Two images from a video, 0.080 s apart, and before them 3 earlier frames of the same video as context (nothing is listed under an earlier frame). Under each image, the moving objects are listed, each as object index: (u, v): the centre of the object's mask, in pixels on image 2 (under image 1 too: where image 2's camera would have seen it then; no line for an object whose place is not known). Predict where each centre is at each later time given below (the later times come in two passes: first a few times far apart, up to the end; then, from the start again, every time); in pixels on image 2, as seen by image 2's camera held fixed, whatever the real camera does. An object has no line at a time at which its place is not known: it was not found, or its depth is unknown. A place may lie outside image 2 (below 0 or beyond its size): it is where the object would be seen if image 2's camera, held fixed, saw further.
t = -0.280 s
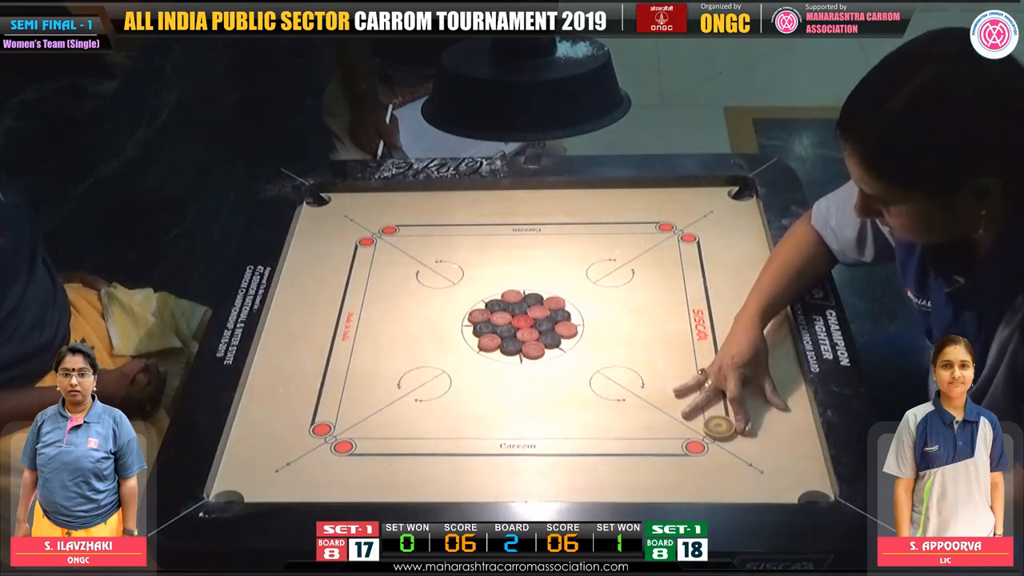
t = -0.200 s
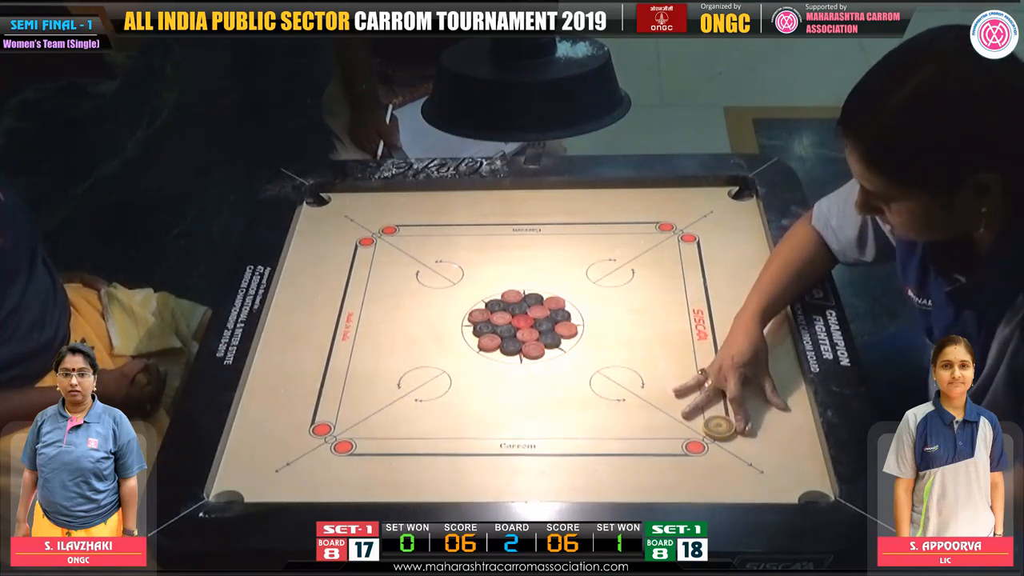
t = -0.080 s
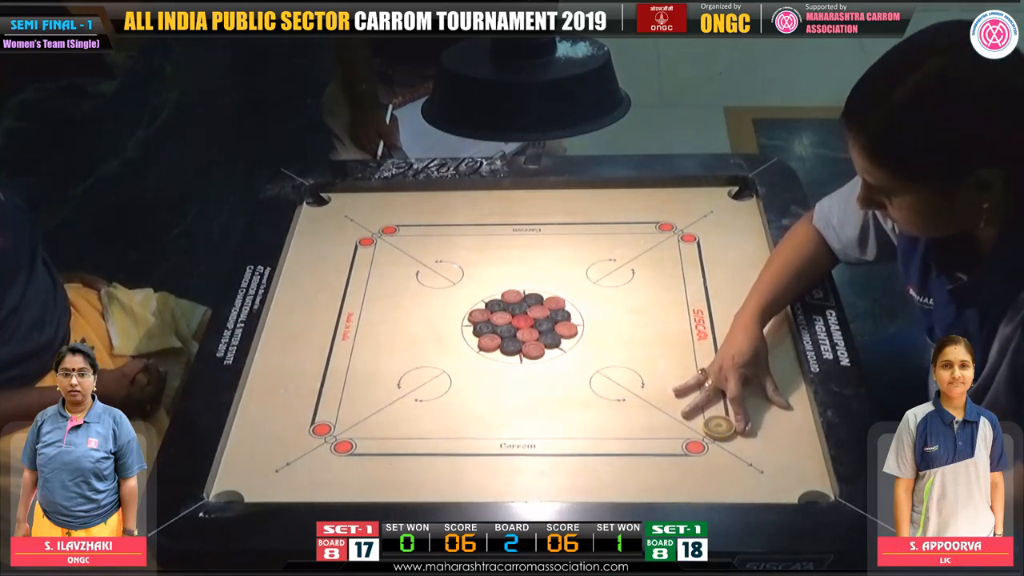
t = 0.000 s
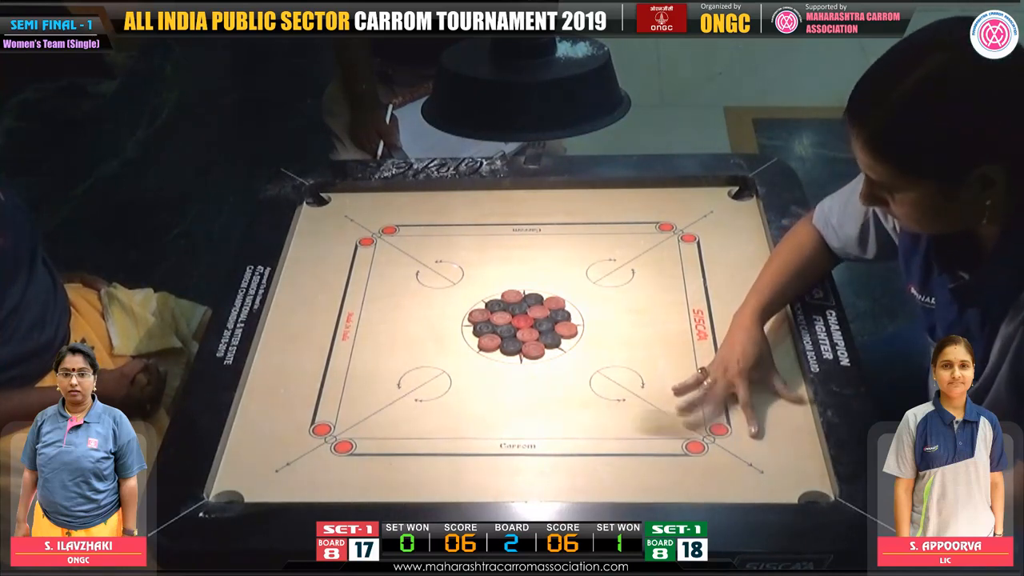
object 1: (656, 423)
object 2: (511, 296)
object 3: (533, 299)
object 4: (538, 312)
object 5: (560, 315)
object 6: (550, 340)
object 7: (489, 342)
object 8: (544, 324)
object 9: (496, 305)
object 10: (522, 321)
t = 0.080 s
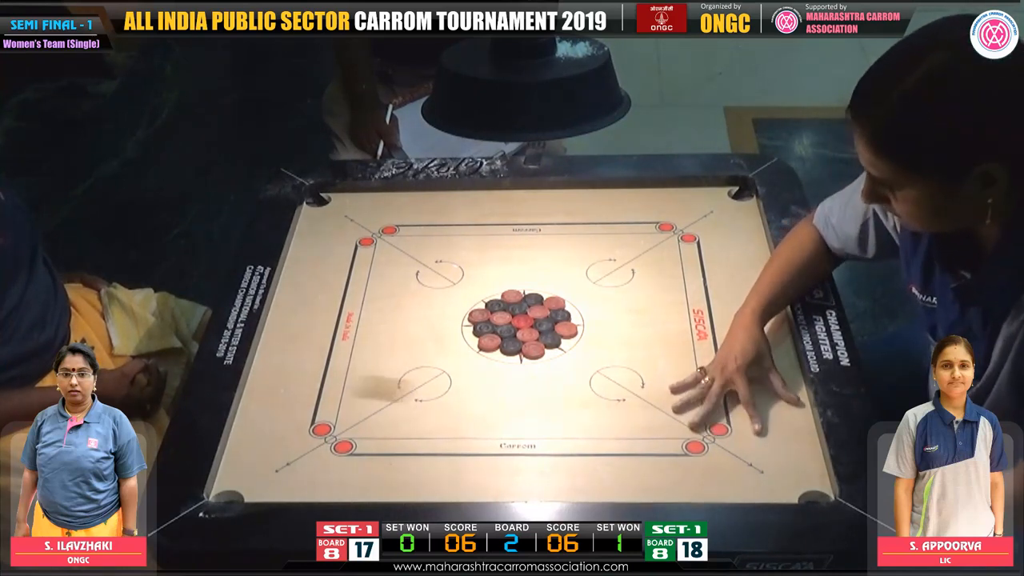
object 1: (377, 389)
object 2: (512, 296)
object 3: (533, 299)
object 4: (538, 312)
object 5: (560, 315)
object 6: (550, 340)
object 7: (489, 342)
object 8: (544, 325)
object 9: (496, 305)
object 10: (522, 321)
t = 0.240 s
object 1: (458, 350)
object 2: (506, 285)
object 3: (540, 290)
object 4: (557, 302)
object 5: (582, 304)
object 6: (576, 345)
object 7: (497, 352)
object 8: (565, 325)
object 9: (489, 302)
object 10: (540, 320)
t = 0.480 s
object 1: (444, 358)
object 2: (490, 247)
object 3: (562, 260)
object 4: (628, 263)
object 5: (663, 254)
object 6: (676, 364)
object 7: (517, 375)
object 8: (636, 321)
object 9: (481, 296)
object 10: (585, 313)
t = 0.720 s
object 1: (444, 358)
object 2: (487, 241)
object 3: (564, 258)
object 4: (655, 247)
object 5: (697, 231)
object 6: (712, 371)
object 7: (518, 376)
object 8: (645, 320)
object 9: (481, 296)
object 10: (585, 313)
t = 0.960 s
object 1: (444, 358)
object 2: (487, 241)
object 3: (564, 257)
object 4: (656, 247)
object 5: (699, 229)
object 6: (712, 371)
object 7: (518, 376)
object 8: (645, 320)
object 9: (481, 296)
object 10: (585, 313)
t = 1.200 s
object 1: (444, 358)
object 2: (487, 241)
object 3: (564, 257)
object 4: (656, 246)
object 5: (699, 229)
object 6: (712, 371)
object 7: (518, 376)
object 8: (645, 320)
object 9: (482, 296)
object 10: (585, 313)
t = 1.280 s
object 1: (444, 358)
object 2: (487, 241)
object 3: (564, 258)
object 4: (656, 246)
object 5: (699, 229)
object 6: (712, 371)
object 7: (518, 376)
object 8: (645, 320)
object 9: (482, 296)
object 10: (585, 313)
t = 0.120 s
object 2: (512, 296)
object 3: (533, 299)
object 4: (538, 312)
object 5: (560, 315)
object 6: (550, 340)
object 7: (489, 342)
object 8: (544, 325)
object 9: (496, 305)
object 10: (522, 321)
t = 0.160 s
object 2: (512, 296)
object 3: (533, 299)
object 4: (538, 312)
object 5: (560, 315)
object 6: (550, 340)
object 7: (489, 342)
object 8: (544, 325)
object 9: (496, 305)
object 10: (522, 321)
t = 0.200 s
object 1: (462, 347)
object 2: (511, 295)
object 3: (534, 298)
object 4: (542, 310)
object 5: (562, 313)
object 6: (554, 341)
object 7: (491, 344)
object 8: (547, 325)
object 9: (494, 305)
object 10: (525, 321)
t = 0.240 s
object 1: (458, 350)
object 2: (506, 285)
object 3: (540, 290)
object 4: (557, 302)
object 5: (582, 304)
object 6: (576, 345)
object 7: (497, 352)
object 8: (565, 325)
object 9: (489, 302)
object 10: (540, 320)
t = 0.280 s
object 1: (454, 352)
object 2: (503, 276)
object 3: (546, 283)
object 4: (573, 295)
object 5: (599, 293)
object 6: (597, 349)
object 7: (502, 359)
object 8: (581, 325)
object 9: (486, 299)
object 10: (552, 318)
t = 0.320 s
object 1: (451, 354)
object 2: (499, 269)
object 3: (551, 276)
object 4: (586, 287)
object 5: (614, 284)
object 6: (616, 353)
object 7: (506, 364)
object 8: (596, 324)
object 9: (483, 297)
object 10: (563, 317)
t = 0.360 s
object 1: (448, 356)
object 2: (496, 262)
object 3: (555, 271)
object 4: (599, 280)
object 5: (629, 275)
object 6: (633, 356)
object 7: (510, 368)
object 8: (608, 323)
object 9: (482, 296)
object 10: (571, 315)
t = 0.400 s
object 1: (447, 357)
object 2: (494, 256)
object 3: (558, 266)
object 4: (610, 274)
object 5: (641, 268)
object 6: (649, 359)
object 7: (513, 372)
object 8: (619, 322)
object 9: (481, 296)
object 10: (578, 314)
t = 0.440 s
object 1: (445, 357)
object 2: (492, 251)
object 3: (561, 262)
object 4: (619, 268)
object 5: (653, 260)
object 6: (663, 362)
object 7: (515, 374)
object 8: (628, 321)
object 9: (481, 296)
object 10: (582, 313)
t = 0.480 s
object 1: (444, 358)
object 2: (490, 247)
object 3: (562, 260)
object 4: (628, 263)
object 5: (663, 254)
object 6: (676, 364)
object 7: (517, 375)
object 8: (636, 321)
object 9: (481, 296)
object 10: (585, 313)
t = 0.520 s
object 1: (444, 358)
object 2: (489, 245)
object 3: (563, 258)
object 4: (636, 259)
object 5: (671, 249)
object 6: (686, 366)
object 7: (518, 376)
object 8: (641, 320)
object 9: (481, 296)
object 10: (585, 313)
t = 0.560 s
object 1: (444, 358)
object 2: (488, 242)
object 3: (564, 257)
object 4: (642, 255)
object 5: (678, 244)
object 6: (695, 368)
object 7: (518, 376)
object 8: (644, 320)
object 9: (481, 296)
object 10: (585, 313)
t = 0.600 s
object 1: (444, 358)
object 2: (487, 241)
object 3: (564, 258)
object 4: (647, 252)
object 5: (685, 240)
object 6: (701, 369)
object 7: (518, 376)
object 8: (645, 320)
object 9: (481, 296)
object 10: (585, 313)
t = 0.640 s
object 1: (444, 358)
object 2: (487, 241)
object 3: (564, 257)
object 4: (651, 250)
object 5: (690, 236)
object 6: (707, 370)
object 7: (518, 376)
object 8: (645, 320)
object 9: (481, 296)
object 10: (585, 313)
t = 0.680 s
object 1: (444, 358)
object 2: (487, 241)
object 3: (564, 257)
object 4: (654, 248)
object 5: (694, 233)
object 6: (710, 371)
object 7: (518, 376)
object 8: (645, 320)
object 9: (481, 296)
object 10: (585, 313)
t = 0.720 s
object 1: (444, 358)
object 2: (487, 241)
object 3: (564, 258)
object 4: (655, 247)
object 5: (697, 231)
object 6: (712, 371)
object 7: (518, 376)
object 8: (645, 320)
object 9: (481, 296)
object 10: (585, 313)
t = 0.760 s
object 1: (444, 358)
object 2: (487, 241)
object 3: (564, 257)
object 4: (656, 246)
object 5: (698, 230)
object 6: (712, 371)
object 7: (518, 376)
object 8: (645, 320)
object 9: (481, 296)
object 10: (585, 313)
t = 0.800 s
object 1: (444, 358)
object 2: (487, 241)
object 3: (564, 258)
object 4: (656, 247)
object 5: (699, 229)
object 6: (712, 371)
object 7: (518, 376)
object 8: (645, 320)
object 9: (481, 296)
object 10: (585, 313)
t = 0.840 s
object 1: (444, 358)
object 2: (487, 241)
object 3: (564, 257)
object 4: (656, 247)
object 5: (699, 229)
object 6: (712, 371)
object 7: (518, 376)
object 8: (645, 320)
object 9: (481, 296)
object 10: (585, 313)
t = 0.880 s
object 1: (444, 358)
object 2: (487, 241)
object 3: (564, 257)
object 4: (656, 246)
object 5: (699, 229)
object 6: (712, 371)
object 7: (518, 376)
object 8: (645, 320)
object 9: (481, 296)
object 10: (585, 313)
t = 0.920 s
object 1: (444, 358)
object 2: (487, 241)
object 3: (564, 258)
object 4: (656, 247)
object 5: (699, 229)
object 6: (712, 371)
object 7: (518, 376)
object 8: (645, 320)
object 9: (481, 296)
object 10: (585, 313)
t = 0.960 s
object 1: (444, 358)
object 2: (487, 241)
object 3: (564, 257)
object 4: (656, 247)
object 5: (699, 229)
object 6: (712, 371)
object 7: (518, 376)
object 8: (645, 320)
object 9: (481, 296)
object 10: (585, 313)
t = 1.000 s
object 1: (444, 358)
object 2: (487, 241)
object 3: (564, 258)
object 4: (656, 246)
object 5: (699, 229)
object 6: (712, 371)
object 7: (518, 376)
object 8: (645, 320)
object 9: (481, 296)
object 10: (585, 313)
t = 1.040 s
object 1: (444, 358)
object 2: (487, 241)
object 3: (564, 257)
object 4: (656, 246)
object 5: (699, 229)
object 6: (712, 371)
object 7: (518, 376)
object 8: (645, 320)
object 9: (481, 296)
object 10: (585, 313)
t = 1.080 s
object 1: (444, 358)
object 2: (487, 241)
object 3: (564, 258)
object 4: (656, 246)
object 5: (699, 229)
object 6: (712, 371)
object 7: (518, 376)
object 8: (645, 320)
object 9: (482, 296)
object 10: (585, 313)
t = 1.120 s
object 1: (444, 358)
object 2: (487, 241)
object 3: (564, 258)
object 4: (656, 246)
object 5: (699, 229)
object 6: (712, 371)
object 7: (518, 376)
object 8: (645, 320)
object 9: (482, 296)
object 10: (585, 313)
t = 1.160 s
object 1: (444, 358)
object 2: (487, 241)
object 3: (564, 257)
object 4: (656, 246)
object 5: (699, 229)
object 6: (712, 371)
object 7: (518, 376)
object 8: (645, 320)
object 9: (482, 296)
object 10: (585, 313)
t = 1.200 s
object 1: (444, 358)
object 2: (487, 241)
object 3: (564, 257)
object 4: (656, 246)
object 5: (699, 229)
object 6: (712, 371)
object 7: (518, 376)
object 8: (645, 320)
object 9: (482, 296)
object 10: (585, 313)
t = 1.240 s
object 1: (444, 358)
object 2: (487, 241)
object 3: (564, 257)
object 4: (656, 246)
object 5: (699, 229)
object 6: (712, 371)
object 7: (518, 376)
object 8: (645, 320)
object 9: (482, 296)
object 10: (585, 313)
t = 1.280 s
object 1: (444, 358)
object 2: (487, 241)
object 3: (564, 258)
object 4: (656, 246)
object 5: (699, 229)
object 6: (712, 371)
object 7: (518, 376)
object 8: (645, 320)
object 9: (482, 296)
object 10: (585, 313)
